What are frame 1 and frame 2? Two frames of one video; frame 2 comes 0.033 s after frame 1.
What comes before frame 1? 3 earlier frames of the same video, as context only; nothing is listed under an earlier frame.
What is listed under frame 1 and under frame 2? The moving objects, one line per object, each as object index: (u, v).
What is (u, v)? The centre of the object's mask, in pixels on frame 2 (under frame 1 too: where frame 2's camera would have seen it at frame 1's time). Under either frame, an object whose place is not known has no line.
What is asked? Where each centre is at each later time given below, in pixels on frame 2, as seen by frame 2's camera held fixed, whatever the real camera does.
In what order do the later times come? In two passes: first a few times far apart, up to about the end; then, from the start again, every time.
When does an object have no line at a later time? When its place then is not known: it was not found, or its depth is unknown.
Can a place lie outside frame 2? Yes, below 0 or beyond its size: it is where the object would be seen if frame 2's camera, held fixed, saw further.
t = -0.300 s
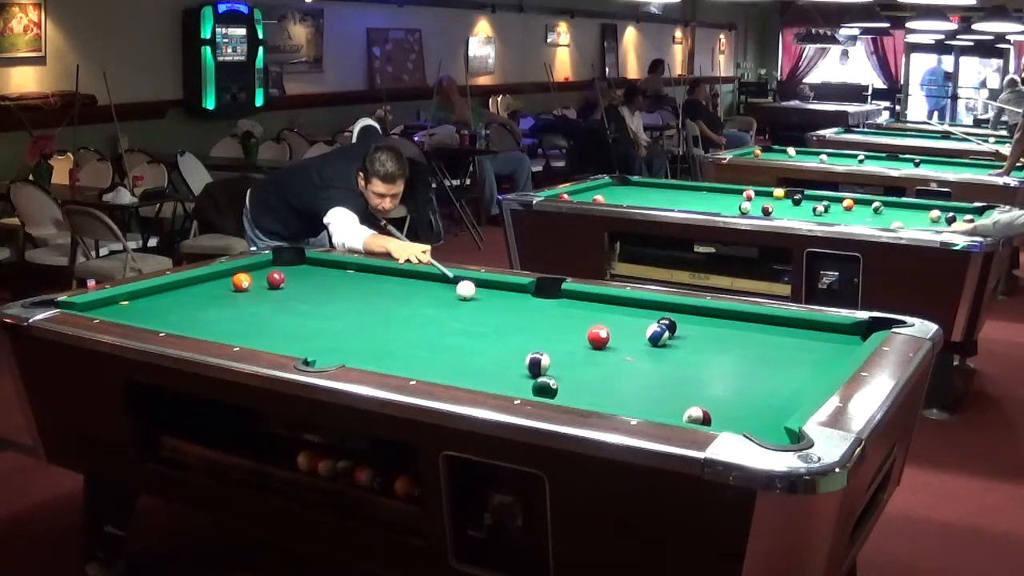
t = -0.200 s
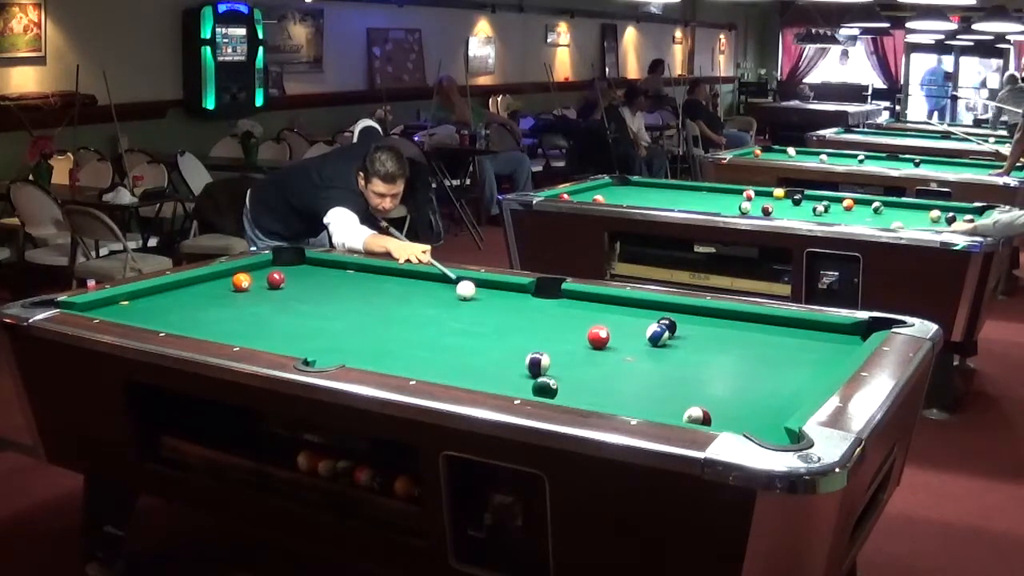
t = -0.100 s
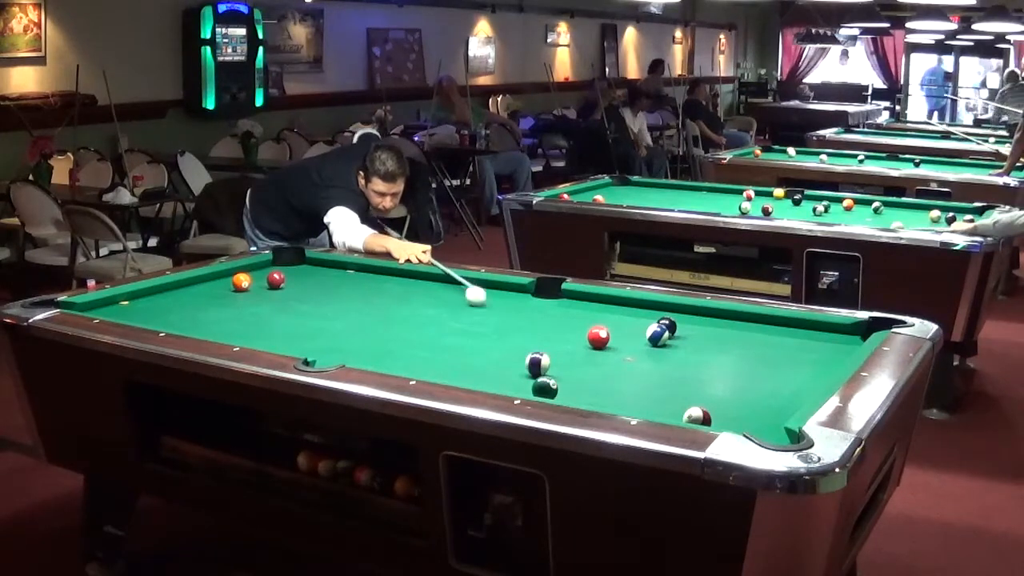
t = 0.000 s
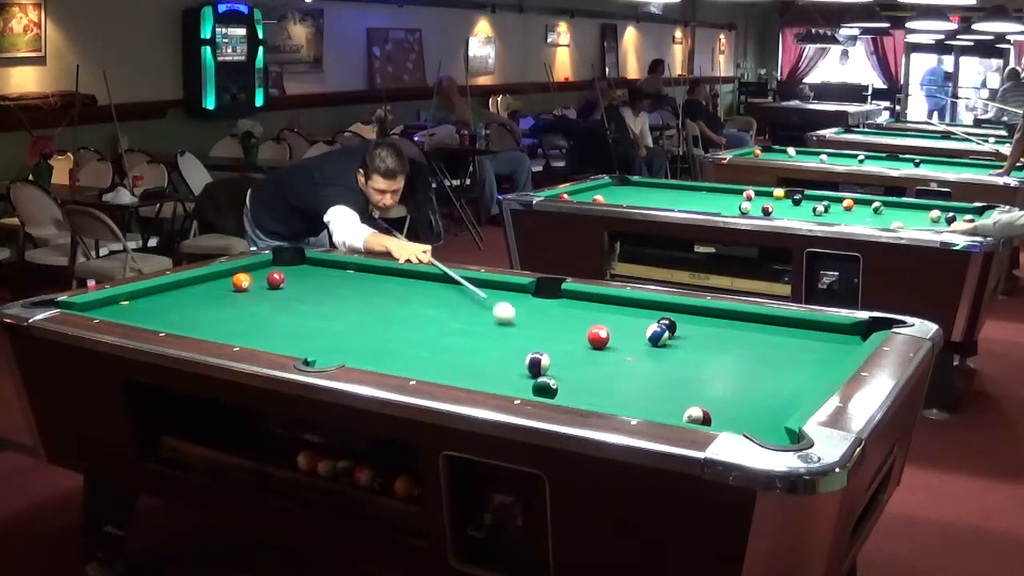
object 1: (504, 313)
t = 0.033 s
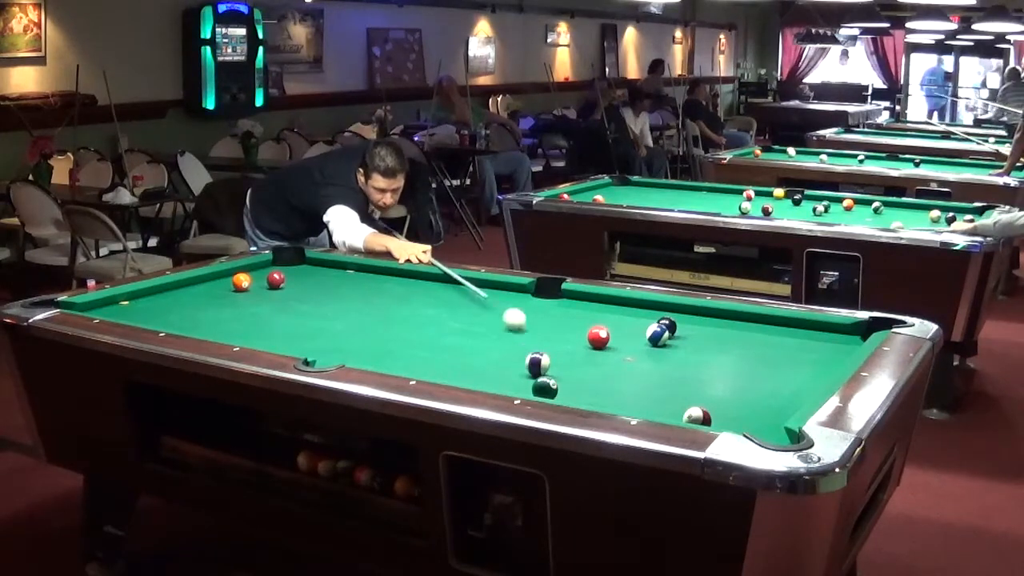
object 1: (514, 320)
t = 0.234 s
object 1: (588, 364)
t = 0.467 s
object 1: (665, 413)
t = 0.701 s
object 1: (739, 411)
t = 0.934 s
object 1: (783, 402)
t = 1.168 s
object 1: (758, 383)
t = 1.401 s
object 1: (736, 367)
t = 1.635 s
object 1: (717, 353)
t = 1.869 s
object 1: (700, 340)
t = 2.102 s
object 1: (687, 329)
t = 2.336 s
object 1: (691, 322)
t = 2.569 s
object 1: (695, 316)
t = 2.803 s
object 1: (698, 311)
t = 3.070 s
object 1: (689, 313)
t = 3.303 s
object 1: (680, 315)
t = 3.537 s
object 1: (672, 317)
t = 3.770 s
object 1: (665, 318)
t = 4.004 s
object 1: (658, 317)
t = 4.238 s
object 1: (651, 318)
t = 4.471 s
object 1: (646, 320)
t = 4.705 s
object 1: (642, 322)
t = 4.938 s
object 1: (640, 323)
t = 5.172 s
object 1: (639, 323)
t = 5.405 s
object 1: (640, 323)
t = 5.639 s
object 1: (640, 323)
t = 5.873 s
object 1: (640, 323)
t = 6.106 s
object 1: (640, 323)
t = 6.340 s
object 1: (640, 323)
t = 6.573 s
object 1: (640, 323)
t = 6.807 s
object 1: (640, 323)
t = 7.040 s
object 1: (640, 323)
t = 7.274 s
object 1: (640, 323)
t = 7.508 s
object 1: (640, 323)
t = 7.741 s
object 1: (640, 323)
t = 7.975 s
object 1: (640, 323)
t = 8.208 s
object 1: (640, 323)
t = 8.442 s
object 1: (640, 323)
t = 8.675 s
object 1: (640, 323)
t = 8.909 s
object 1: (640, 323)
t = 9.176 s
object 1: (640, 323)
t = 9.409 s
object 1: (640, 323)
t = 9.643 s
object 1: (640, 323)
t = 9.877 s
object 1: (640, 323)
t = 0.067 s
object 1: (525, 326)
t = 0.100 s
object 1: (537, 333)
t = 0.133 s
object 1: (548, 340)
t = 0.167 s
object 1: (561, 347)
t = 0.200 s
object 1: (574, 356)
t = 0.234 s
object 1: (588, 364)
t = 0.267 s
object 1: (602, 373)
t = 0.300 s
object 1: (617, 381)
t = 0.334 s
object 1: (633, 391)
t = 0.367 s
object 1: (651, 401)
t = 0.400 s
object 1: (668, 408)
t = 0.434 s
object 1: (669, 411)
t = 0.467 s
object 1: (665, 413)
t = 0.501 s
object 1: (674, 412)
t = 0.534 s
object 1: (683, 412)
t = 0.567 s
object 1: (694, 412)
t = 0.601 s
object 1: (705, 413)
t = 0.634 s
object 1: (717, 412)
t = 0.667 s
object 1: (728, 413)
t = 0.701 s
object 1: (739, 411)
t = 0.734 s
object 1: (750, 411)
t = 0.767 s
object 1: (761, 410)
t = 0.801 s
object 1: (772, 410)
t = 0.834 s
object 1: (781, 408)
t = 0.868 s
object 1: (789, 406)
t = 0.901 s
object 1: (786, 404)
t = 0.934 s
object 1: (783, 402)
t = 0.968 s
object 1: (779, 399)
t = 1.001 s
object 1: (776, 396)
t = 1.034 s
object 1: (772, 393)
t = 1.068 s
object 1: (768, 390)
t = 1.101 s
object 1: (765, 388)
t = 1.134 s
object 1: (762, 385)
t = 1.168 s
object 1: (758, 383)
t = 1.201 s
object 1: (755, 380)
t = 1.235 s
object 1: (752, 378)
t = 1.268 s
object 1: (749, 375)
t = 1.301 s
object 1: (745, 373)
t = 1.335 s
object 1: (742, 371)
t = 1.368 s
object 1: (739, 369)
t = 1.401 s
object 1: (736, 367)
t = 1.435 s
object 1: (733, 365)
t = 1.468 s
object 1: (731, 363)
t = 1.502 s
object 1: (728, 361)
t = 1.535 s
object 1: (725, 358)
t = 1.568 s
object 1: (722, 356)
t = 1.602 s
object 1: (720, 354)
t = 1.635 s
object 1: (717, 353)
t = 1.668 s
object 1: (714, 350)
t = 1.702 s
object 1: (711, 349)
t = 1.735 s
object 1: (709, 347)
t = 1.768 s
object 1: (707, 345)
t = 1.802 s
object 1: (704, 343)
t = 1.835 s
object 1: (702, 342)
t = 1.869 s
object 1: (700, 340)
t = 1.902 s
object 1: (697, 338)
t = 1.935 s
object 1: (695, 337)
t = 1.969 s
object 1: (692, 335)
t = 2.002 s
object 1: (690, 334)
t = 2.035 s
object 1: (688, 332)
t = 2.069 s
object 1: (687, 330)
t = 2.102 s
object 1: (687, 329)
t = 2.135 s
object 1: (688, 328)
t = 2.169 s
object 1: (688, 327)
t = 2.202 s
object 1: (689, 326)
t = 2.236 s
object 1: (690, 325)
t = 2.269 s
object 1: (690, 324)
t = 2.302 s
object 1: (691, 323)
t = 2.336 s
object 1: (691, 322)
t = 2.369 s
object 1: (692, 321)
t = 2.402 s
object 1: (692, 320)
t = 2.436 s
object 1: (693, 320)
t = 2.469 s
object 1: (693, 319)
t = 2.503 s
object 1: (694, 318)
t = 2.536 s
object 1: (694, 317)
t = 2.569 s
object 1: (695, 316)
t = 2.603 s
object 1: (695, 316)
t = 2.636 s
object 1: (696, 314)
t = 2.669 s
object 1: (696, 314)
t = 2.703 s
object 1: (697, 313)
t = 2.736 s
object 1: (697, 312)
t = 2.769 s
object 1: (698, 311)
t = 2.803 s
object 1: (698, 311)
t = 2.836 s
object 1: (698, 310)
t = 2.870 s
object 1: (697, 311)
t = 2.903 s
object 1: (695, 311)
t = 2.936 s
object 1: (694, 311)
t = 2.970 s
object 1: (693, 312)
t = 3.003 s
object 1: (692, 312)
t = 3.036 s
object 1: (690, 312)
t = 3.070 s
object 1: (689, 313)
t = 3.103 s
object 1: (688, 313)
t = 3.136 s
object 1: (687, 313)
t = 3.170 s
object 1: (686, 313)
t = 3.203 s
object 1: (684, 314)
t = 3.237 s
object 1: (683, 314)
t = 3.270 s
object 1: (682, 314)
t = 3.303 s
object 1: (680, 315)
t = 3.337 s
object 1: (679, 315)
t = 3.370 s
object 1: (678, 315)
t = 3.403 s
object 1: (677, 315)
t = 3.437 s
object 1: (676, 316)
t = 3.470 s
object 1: (675, 316)
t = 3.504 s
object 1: (673, 316)
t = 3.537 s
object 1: (672, 317)
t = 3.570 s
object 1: (671, 317)
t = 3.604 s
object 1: (670, 317)
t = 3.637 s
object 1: (669, 317)
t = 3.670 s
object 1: (668, 317)
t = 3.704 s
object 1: (667, 317)
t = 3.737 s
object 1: (666, 317)
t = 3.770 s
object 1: (665, 318)
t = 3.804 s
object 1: (664, 317)
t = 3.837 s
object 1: (663, 317)
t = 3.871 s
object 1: (663, 317)
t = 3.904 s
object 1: (661, 317)
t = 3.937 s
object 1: (660, 317)
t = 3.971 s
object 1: (659, 317)
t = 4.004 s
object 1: (658, 317)
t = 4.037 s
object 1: (657, 317)
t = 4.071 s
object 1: (656, 318)
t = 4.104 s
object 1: (655, 318)
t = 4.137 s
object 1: (654, 318)
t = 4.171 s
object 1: (653, 318)
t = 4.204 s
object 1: (652, 318)
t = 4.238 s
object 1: (651, 318)
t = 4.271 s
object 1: (650, 319)
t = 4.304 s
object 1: (649, 319)
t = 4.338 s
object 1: (649, 319)
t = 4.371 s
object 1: (648, 320)
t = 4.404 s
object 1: (647, 319)
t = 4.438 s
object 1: (647, 320)
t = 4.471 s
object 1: (646, 320)
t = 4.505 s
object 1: (645, 320)
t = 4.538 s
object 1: (645, 320)
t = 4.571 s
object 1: (644, 321)
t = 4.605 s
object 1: (644, 321)
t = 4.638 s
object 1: (643, 321)
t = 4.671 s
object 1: (643, 322)
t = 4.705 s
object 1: (642, 322)
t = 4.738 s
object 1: (642, 322)
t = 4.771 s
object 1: (641, 322)
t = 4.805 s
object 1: (641, 322)
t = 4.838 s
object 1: (641, 322)
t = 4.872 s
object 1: (641, 322)
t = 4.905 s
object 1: (641, 322)
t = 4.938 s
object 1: (640, 323)
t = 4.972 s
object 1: (640, 323)
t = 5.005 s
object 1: (640, 323)
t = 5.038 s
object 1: (640, 323)
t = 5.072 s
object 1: (640, 323)
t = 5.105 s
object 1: (639, 323)
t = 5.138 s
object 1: (640, 323)
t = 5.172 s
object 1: (639, 323)
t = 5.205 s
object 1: (639, 323)
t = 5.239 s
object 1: (639, 323)
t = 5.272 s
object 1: (639, 323)
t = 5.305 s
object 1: (639, 323)
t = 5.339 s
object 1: (639, 323)
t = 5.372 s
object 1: (639, 323)
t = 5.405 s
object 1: (640, 323)
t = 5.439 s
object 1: (640, 323)
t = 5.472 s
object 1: (640, 323)
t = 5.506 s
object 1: (640, 323)
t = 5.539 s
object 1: (640, 323)
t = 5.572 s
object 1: (640, 323)
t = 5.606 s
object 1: (640, 323)
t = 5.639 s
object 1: (640, 323)
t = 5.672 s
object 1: (640, 323)
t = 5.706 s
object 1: (640, 323)
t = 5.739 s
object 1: (640, 323)
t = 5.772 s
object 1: (640, 323)
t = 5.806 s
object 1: (640, 323)
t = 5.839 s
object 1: (640, 323)
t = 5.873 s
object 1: (640, 323)
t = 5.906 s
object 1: (640, 323)
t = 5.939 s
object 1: (640, 323)
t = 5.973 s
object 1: (640, 323)
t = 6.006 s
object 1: (640, 323)
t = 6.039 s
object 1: (640, 323)
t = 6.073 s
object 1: (640, 323)
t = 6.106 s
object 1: (640, 323)
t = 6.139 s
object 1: (640, 323)
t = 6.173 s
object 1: (640, 323)
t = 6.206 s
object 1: (640, 323)
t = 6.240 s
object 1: (640, 323)
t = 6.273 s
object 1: (640, 323)
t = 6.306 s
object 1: (640, 323)
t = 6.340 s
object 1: (640, 323)
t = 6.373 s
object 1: (640, 323)
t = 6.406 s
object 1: (640, 323)
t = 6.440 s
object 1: (640, 323)
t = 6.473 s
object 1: (640, 323)
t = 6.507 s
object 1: (640, 323)
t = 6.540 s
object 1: (640, 323)
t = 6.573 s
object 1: (640, 323)
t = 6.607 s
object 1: (640, 323)
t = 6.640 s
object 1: (640, 323)
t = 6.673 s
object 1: (640, 323)
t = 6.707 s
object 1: (640, 323)
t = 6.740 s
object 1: (640, 323)
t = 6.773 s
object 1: (640, 323)
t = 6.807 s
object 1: (640, 323)
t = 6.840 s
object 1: (640, 323)
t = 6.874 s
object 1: (640, 323)
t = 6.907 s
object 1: (640, 323)
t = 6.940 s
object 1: (640, 323)
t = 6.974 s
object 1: (640, 323)
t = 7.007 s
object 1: (640, 323)
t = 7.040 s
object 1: (640, 323)
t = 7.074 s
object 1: (640, 323)
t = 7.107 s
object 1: (640, 323)
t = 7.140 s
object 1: (640, 323)
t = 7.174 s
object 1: (640, 323)
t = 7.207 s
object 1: (640, 323)
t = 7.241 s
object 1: (640, 323)
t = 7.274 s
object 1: (640, 323)
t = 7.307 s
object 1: (640, 323)
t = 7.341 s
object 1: (640, 323)
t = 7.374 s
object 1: (640, 324)
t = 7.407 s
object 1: (640, 323)
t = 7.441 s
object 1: (640, 323)
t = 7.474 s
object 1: (640, 323)
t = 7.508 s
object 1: (640, 323)
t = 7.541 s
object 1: (640, 324)
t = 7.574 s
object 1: (640, 323)
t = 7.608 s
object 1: (640, 324)
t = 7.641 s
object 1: (640, 323)
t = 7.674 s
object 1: (640, 323)
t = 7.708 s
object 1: (640, 324)
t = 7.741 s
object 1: (640, 323)
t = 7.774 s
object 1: (640, 323)
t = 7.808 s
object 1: (640, 323)
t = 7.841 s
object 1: (640, 323)
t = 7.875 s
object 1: (640, 323)
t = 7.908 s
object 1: (640, 323)
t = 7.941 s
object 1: (640, 323)
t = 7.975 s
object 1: (640, 323)
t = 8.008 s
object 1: (640, 323)
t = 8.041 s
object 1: (640, 323)
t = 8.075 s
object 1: (640, 323)
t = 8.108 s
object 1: (640, 323)
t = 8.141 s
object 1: (640, 323)
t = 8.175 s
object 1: (640, 323)
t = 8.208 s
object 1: (640, 323)
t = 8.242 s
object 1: (640, 323)
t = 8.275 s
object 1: (640, 323)
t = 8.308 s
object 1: (640, 323)
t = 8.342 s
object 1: (640, 323)
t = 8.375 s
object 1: (640, 323)
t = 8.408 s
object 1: (640, 323)
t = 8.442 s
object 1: (640, 323)
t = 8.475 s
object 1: (640, 324)
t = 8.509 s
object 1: (640, 324)
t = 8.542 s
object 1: (640, 324)
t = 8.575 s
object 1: (640, 323)
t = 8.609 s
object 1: (640, 324)
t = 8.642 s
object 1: (640, 324)
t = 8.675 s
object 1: (640, 323)
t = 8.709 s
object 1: (640, 323)
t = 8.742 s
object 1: (640, 323)
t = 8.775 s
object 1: (640, 324)
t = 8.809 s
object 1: (640, 323)
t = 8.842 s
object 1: (640, 323)
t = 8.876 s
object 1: (640, 324)
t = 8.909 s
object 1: (640, 323)
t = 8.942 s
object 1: (640, 323)
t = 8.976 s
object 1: (640, 323)
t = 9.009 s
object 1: (640, 323)
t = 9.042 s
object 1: (640, 323)
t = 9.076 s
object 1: (640, 323)
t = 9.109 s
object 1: (640, 323)
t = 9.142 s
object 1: (640, 323)
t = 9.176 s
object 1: (640, 323)
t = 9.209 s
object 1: (640, 323)
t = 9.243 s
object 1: (640, 323)
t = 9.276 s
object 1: (640, 323)
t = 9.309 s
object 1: (640, 323)
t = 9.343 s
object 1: (640, 323)
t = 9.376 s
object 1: (640, 323)
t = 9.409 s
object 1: (640, 323)
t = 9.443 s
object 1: (640, 323)
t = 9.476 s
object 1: (640, 323)
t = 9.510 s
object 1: (640, 323)
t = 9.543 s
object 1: (640, 323)
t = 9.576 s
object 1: (640, 323)
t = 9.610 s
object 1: (640, 323)
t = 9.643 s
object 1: (640, 323)
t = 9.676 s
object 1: (640, 323)
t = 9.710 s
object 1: (640, 323)
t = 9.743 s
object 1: (640, 323)
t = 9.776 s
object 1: (640, 323)
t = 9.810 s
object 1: (640, 323)
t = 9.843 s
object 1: (640, 323)
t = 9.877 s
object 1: (640, 323)
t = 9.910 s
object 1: (640, 323)
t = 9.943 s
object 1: (640, 323)
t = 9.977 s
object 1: (640, 323)
